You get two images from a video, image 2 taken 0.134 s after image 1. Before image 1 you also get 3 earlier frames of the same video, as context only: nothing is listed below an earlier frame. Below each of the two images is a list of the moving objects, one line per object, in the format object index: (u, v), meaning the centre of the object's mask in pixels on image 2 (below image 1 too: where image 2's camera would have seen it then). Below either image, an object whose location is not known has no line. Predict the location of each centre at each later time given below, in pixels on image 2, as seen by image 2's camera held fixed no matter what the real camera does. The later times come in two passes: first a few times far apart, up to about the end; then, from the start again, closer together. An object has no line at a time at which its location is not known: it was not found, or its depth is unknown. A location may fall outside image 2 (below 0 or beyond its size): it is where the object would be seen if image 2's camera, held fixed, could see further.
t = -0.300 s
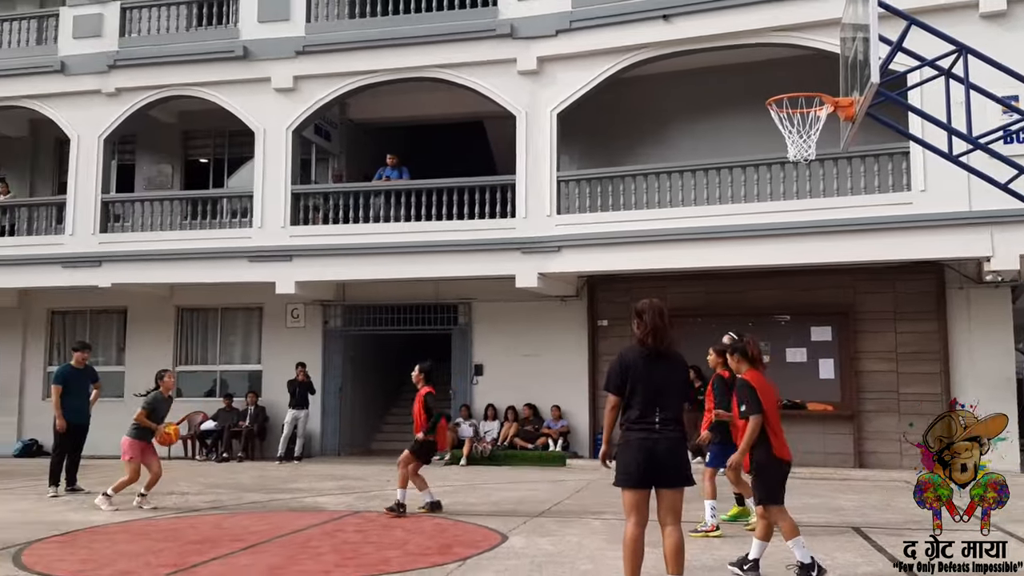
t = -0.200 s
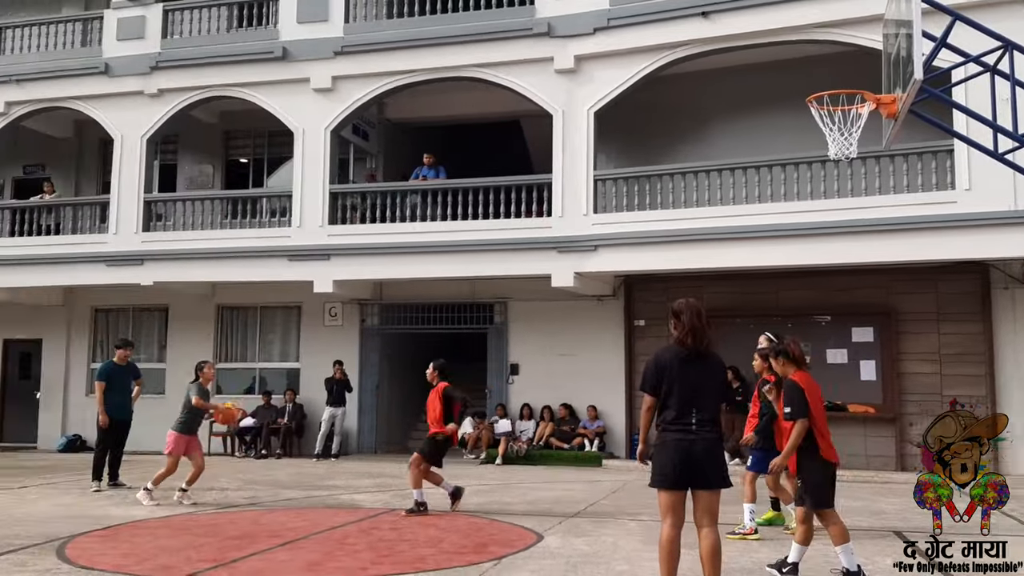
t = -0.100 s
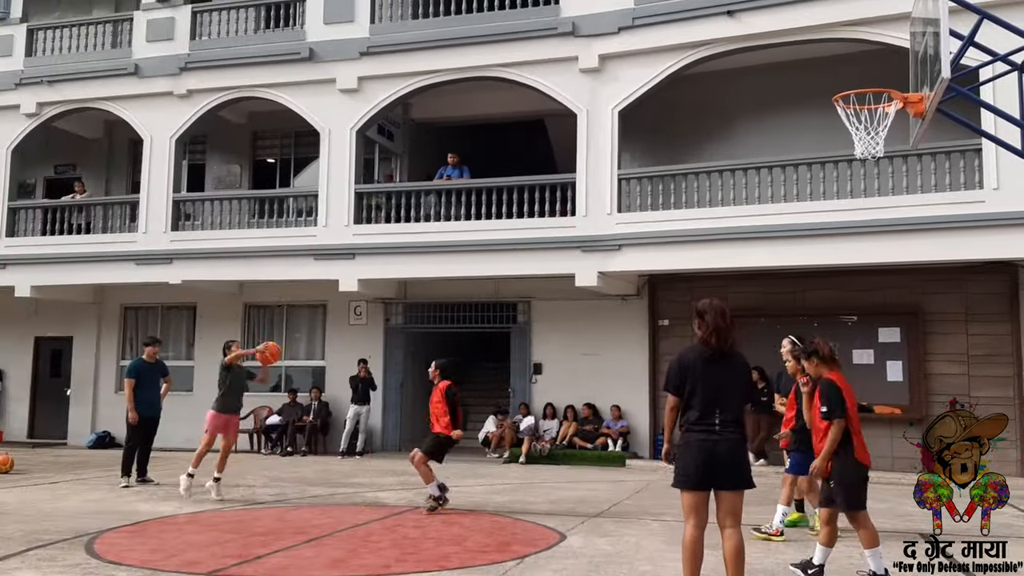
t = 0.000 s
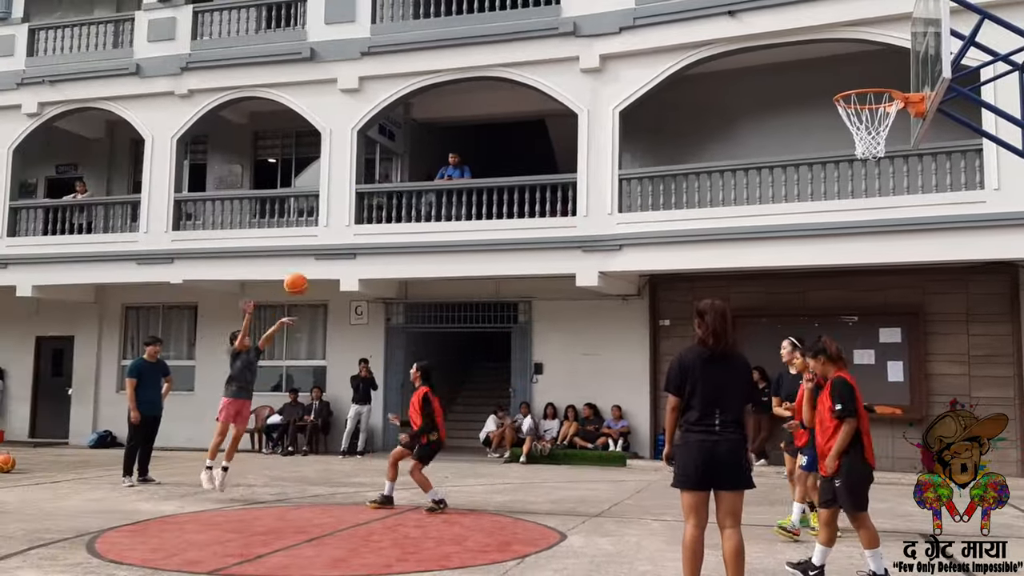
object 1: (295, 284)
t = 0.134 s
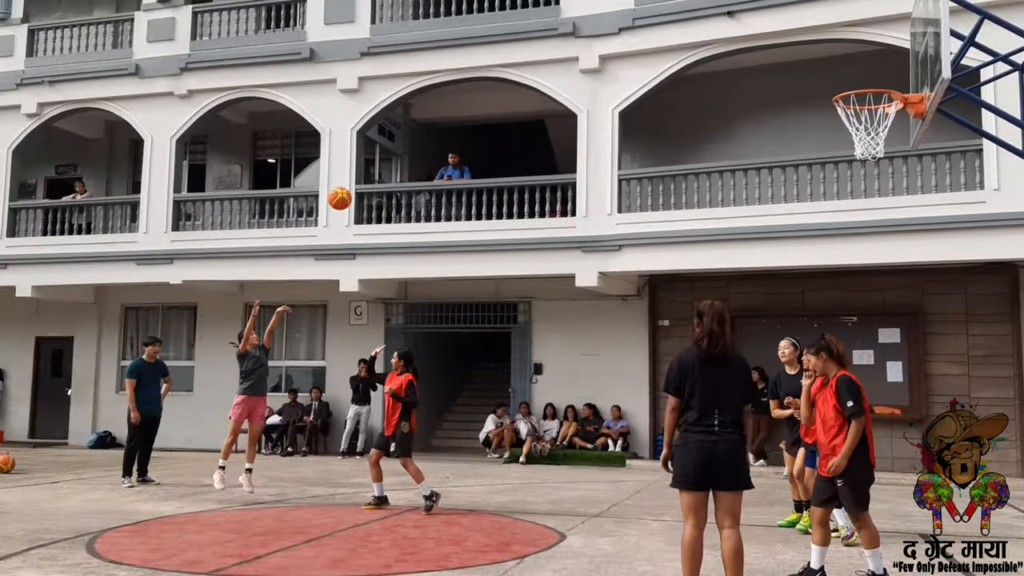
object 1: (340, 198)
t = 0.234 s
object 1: (373, 142)
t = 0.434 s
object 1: (441, 50)
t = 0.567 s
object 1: (489, 9)
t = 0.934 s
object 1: (643, -21)
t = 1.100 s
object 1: (726, 12)
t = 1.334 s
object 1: (841, 128)
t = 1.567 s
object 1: (910, 328)
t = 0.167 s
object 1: (351, 179)
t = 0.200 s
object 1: (362, 160)
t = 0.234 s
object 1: (373, 142)
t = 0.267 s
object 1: (385, 124)
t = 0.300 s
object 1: (396, 108)
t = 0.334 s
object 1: (408, 93)
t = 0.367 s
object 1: (419, 77)
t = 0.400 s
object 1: (429, 62)
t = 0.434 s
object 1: (441, 50)
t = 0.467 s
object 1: (455, 38)
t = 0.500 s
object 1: (466, 26)
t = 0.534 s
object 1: (477, 16)
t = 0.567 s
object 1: (489, 9)
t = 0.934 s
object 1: (643, -21)
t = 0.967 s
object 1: (659, -21)
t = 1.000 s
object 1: (675, -16)
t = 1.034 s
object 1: (692, -9)
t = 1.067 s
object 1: (710, 1)
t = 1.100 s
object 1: (726, 12)
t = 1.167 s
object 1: (762, 37)
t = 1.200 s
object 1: (781, 55)
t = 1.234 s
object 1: (799, 72)
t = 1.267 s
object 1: (820, 92)
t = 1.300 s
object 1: (832, 110)
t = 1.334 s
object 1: (841, 128)
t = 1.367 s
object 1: (850, 150)
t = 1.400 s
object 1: (859, 173)
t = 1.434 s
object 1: (868, 197)
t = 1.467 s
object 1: (878, 226)
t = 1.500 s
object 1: (889, 256)
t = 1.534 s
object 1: (899, 291)
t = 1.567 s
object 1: (910, 328)
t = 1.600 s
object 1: (923, 367)
